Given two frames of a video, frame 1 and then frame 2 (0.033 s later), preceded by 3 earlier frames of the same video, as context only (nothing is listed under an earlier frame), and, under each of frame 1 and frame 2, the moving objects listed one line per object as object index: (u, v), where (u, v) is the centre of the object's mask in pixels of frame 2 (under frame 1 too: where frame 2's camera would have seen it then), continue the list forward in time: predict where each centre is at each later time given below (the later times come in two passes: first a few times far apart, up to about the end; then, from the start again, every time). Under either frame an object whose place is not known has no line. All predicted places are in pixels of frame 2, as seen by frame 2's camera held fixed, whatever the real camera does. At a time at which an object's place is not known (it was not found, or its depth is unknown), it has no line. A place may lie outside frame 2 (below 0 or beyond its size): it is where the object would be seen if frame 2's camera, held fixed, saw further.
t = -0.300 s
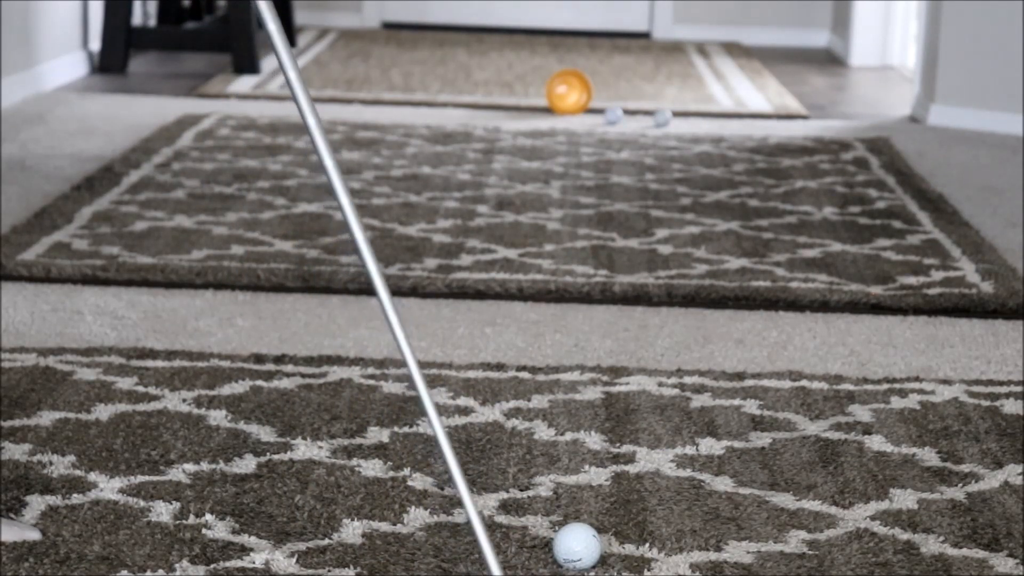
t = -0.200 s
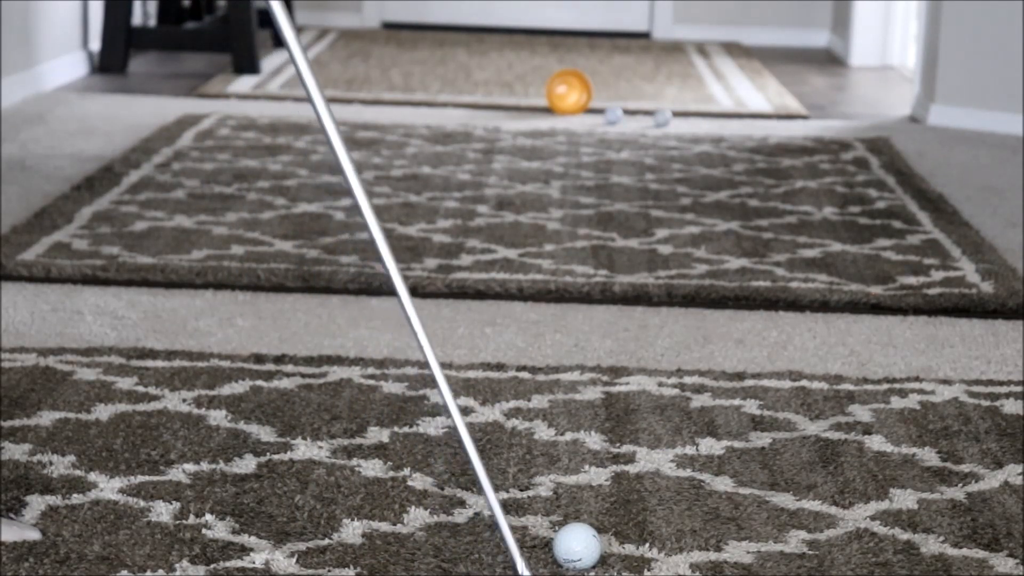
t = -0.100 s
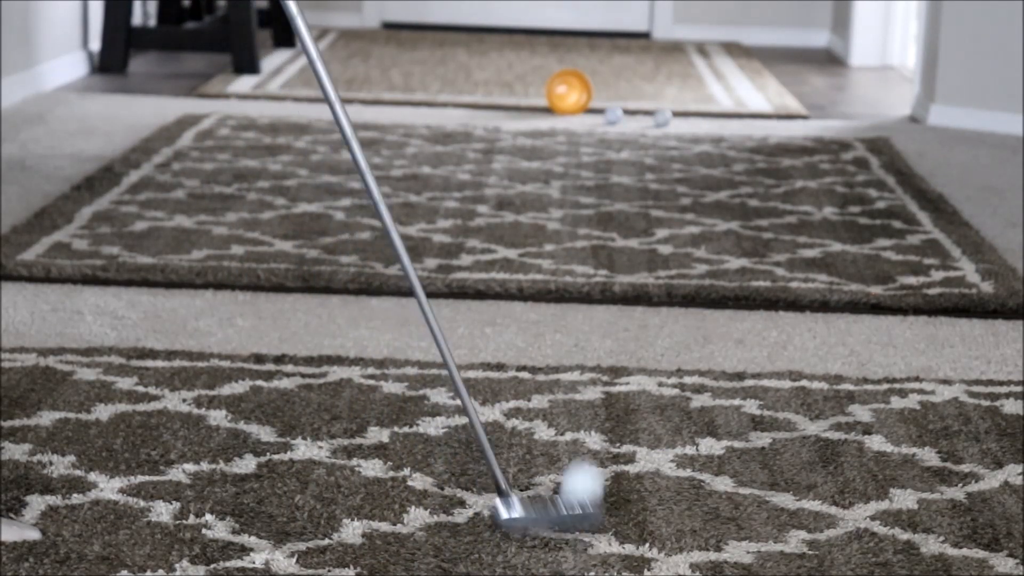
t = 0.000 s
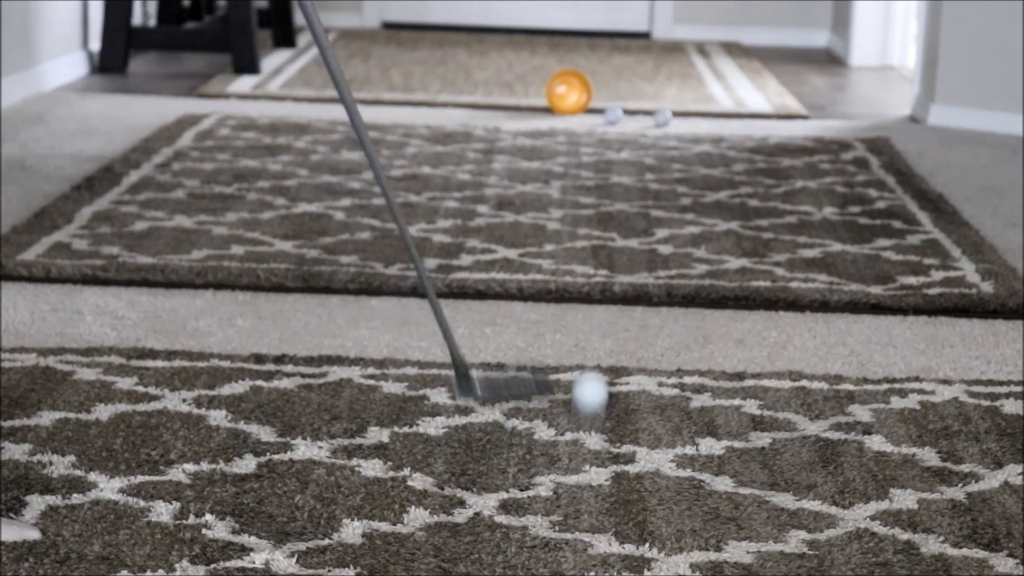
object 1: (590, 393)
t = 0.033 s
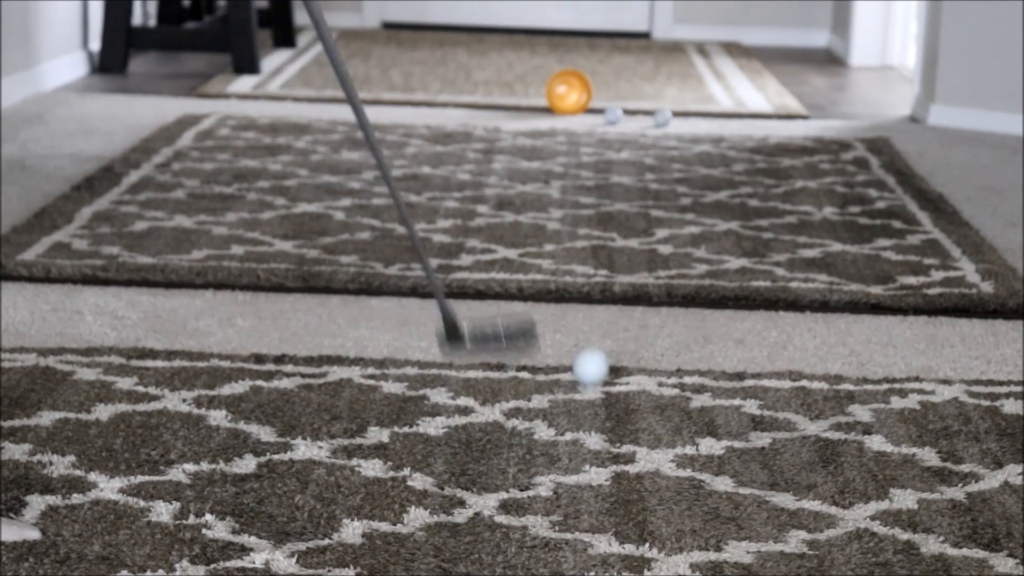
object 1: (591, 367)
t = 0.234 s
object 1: (597, 287)
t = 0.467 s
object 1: (599, 222)
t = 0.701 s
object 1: (611, 180)
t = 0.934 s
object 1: (623, 152)
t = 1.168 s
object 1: (632, 148)
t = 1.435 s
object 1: (647, 138)
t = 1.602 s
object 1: (652, 135)
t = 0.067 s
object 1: (592, 351)
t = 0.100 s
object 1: (592, 344)
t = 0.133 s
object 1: (593, 324)
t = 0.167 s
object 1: (595, 303)
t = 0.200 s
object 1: (596, 292)
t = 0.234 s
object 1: (597, 287)
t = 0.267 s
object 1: (598, 260)
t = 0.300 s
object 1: (599, 237)
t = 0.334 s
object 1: (599, 222)
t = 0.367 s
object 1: (600, 214)
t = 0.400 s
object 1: (599, 213)
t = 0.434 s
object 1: (599, 219)
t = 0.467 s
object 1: (599, 222)
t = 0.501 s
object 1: (601, 204)
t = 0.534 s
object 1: (603, 190)
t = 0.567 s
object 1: (605, 181)
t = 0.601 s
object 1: (607, 179)
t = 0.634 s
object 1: (608, 183)
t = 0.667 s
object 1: (610, 188)
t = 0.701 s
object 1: (611, 180)
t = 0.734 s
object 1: (614, 169)
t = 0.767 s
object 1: (615, 163)
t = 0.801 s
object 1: (617, 163)
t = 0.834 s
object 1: (618, 168)
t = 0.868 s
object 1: (620, 167)
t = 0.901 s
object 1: (622, 157)
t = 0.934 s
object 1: (623, 152)
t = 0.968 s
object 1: (624, 152)
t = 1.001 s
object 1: (625, 157)
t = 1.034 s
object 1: (627, 155)
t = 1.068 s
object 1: (628, 147)
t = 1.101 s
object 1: (629, 145)
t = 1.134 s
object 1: (631, 145)
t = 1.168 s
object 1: (632, 148)
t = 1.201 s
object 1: (634, 145)
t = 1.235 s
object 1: (636, 143)
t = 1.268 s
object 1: (638, 143)
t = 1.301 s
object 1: (640, 142)
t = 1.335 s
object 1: (642, 140)
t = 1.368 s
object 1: (644, 138)
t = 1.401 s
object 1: (645, 138)
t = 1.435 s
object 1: (647, 138)
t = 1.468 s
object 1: (649, 137)
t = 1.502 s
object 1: (651, 137)
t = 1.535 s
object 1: (651, 136)
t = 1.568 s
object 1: (651, 135)
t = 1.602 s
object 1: (652, 135)
